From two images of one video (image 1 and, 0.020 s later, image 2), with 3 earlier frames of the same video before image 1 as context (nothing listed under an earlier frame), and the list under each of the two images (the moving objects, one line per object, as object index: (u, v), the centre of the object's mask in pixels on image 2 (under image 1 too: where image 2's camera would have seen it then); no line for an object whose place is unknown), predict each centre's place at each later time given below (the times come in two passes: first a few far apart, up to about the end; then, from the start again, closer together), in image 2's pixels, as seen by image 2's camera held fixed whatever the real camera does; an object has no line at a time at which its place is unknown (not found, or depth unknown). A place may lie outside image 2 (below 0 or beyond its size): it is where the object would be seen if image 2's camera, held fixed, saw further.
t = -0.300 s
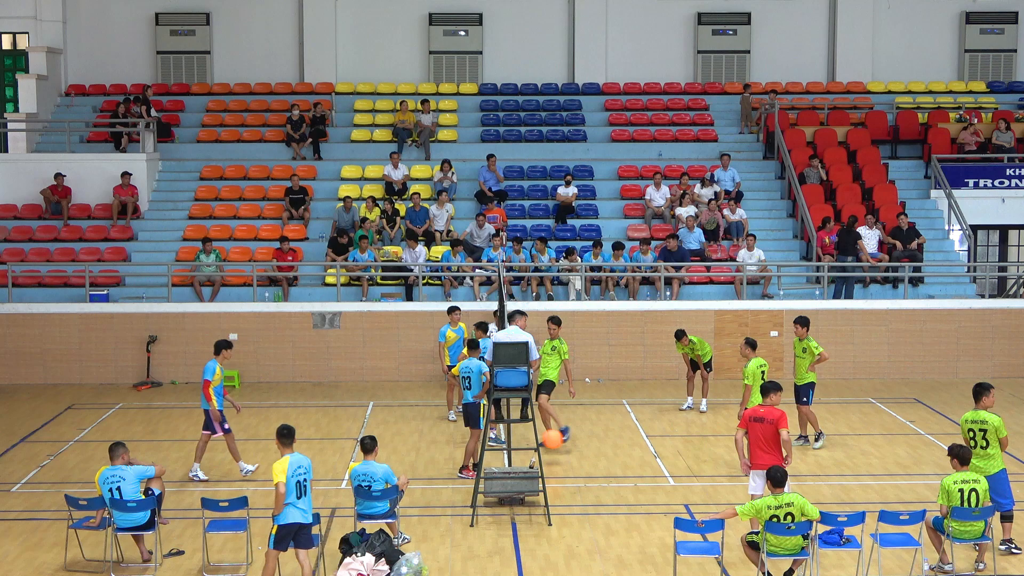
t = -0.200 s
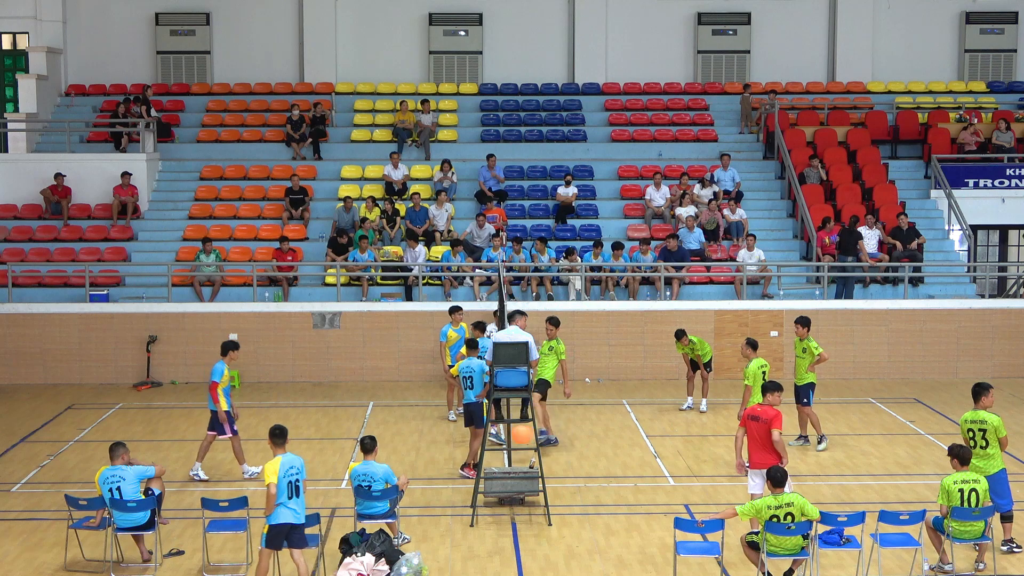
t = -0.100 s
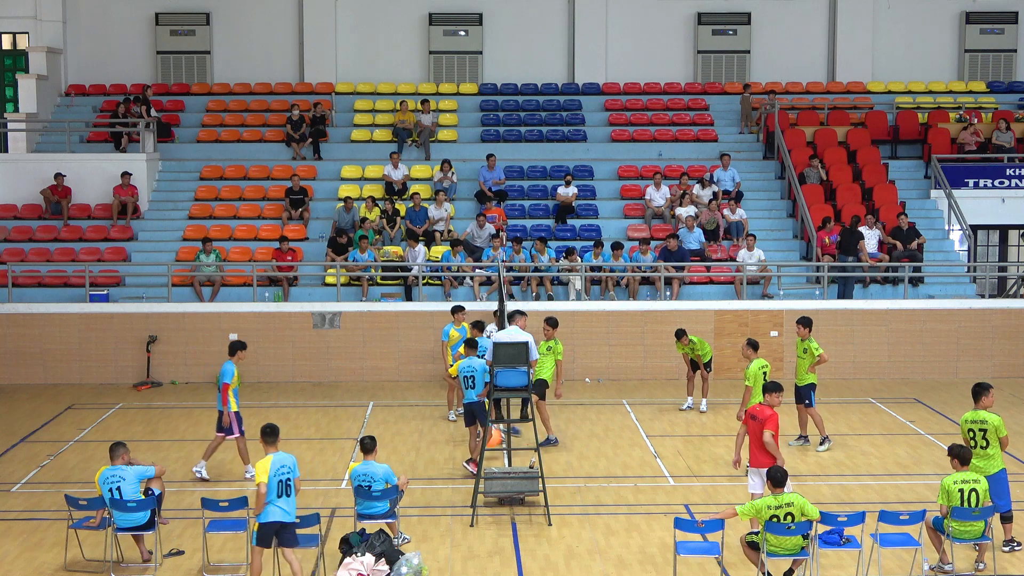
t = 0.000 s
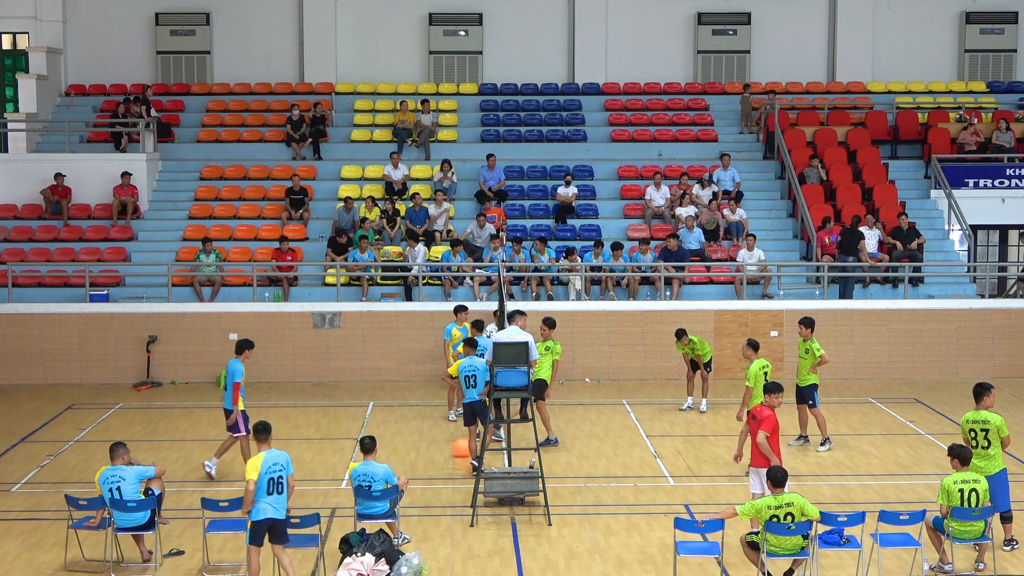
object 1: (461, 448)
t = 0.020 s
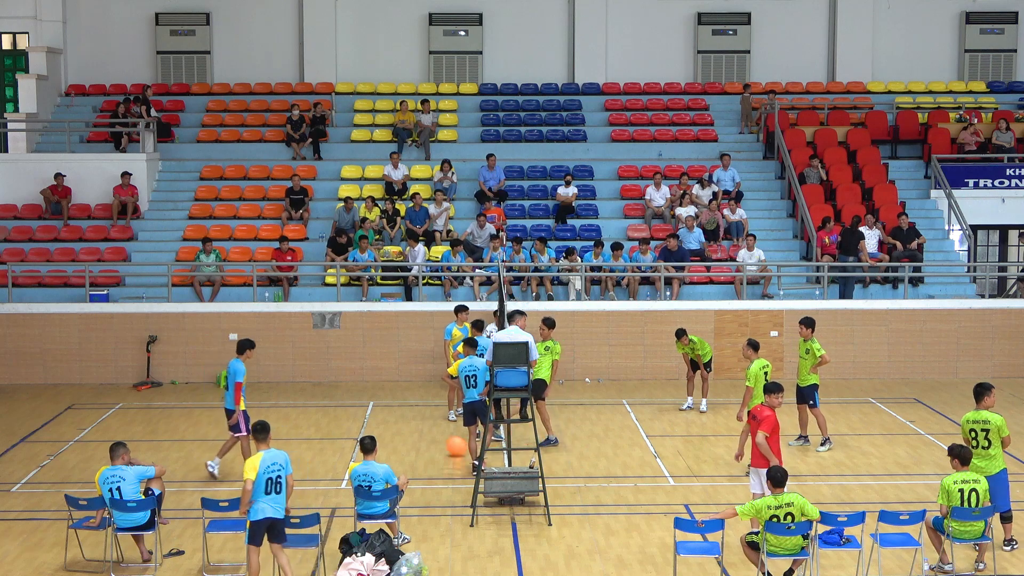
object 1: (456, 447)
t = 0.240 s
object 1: (396, 425)
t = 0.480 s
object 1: (334, 434)
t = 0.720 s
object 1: (276, 421)
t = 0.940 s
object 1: (223, 420)
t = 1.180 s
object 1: (170, 422)
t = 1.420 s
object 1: (119, 413)
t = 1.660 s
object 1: (72, 409)
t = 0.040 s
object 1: (451, 443)
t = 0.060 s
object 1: (445, 439)
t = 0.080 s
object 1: (440, 436)
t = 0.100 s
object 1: (434, 434)
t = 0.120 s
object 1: (428, 432)
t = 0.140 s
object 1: (423, 430)
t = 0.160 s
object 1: (418, 428)
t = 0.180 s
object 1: (412, 427)
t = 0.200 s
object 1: (406, 426)
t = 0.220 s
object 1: (401, 426)
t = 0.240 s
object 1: (396, 425)
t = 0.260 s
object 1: (390, 425)
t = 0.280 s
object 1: (385, 425)
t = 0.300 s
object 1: (380, 426)
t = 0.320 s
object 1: (374, 426)
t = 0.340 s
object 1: (370, 427)
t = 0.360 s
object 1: (365, 428)
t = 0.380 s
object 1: (359, 430)
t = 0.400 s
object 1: (354, 433)
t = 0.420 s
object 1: (349, 435)
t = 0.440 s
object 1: (344, 438)
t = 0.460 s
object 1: (339, 437)
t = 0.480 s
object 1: (334, 434)
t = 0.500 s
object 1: (329, 431)
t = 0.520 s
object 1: (324, 429)
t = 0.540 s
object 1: (319, 427)
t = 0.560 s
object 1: (314, 425)
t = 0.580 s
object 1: (308, 424)
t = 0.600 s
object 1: (304, 422)
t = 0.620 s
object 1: (299, 421)
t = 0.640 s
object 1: (294, 421)
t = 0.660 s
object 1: (289, 420)
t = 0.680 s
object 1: (284, 420)
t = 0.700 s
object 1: (280, 420)
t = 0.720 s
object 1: (276, 421)
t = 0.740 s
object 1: (273, 421)
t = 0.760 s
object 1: (271, 422)
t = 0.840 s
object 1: (244, 433)
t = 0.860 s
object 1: (241, 430)
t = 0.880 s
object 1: (237, 426)
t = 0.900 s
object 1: (232, 423)
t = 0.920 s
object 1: (228, 422)
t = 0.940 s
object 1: (223, 420)
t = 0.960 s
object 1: (219, 418)
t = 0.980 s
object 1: (214, 418)
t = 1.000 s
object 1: (210, 417)
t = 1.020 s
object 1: (205, 416)
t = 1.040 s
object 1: (200, 416)
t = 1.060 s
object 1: (196, 416)
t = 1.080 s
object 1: (192, 416)
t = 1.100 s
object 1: (188, 417)
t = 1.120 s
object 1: (183, 418)
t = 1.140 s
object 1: (179, 419)
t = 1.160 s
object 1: (175, 420)
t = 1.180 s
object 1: (170, 422)
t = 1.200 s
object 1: (166, 424)
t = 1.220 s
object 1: (162, 423)
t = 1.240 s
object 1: (157, 421)
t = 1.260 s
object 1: (153, 418)
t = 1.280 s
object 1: (149, 417)
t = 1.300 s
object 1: (144, 416)
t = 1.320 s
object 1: (140, 415)
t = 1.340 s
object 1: (136, 414)
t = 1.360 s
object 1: (132, 414)
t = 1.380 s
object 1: (128, 413)
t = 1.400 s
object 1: (124, 414)
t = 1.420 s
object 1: (119, 413)
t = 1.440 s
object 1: (115, 414)
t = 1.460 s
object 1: (111, 415)
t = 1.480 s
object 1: (107, 416)
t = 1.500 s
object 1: (103, 418)
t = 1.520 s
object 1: (99, 418)
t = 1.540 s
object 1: (95, 417)
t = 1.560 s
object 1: (91, 415)
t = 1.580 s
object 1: (87, 413)
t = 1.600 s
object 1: (83, 412)
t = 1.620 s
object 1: (79, 410)
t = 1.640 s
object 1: (76, 409)
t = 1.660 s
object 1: (72, 409)
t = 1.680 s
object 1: (68, 409)
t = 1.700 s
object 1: (64, 408)
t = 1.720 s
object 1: (60, 409)
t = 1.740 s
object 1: (56, 409)
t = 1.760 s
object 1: (52, 410)
